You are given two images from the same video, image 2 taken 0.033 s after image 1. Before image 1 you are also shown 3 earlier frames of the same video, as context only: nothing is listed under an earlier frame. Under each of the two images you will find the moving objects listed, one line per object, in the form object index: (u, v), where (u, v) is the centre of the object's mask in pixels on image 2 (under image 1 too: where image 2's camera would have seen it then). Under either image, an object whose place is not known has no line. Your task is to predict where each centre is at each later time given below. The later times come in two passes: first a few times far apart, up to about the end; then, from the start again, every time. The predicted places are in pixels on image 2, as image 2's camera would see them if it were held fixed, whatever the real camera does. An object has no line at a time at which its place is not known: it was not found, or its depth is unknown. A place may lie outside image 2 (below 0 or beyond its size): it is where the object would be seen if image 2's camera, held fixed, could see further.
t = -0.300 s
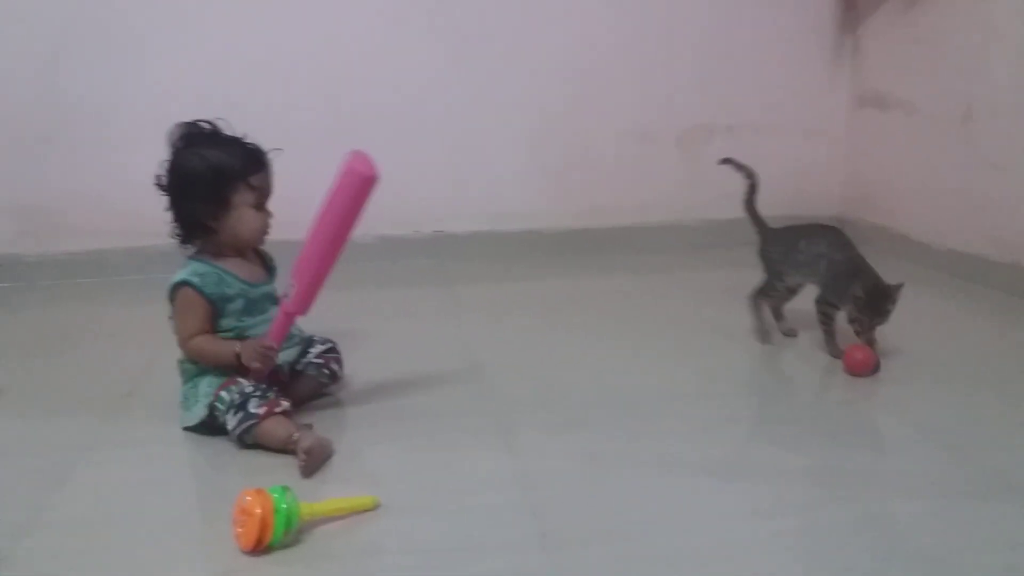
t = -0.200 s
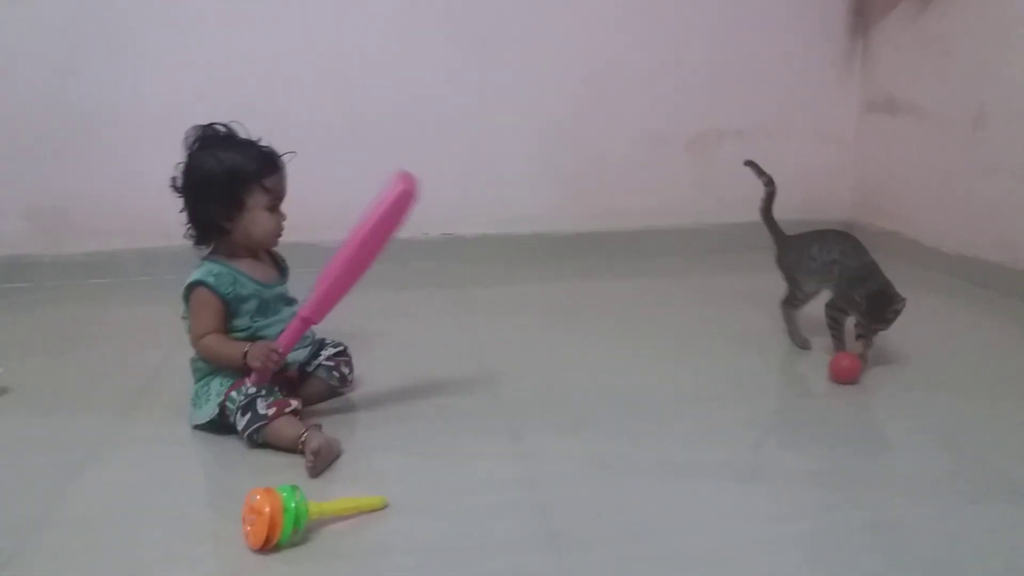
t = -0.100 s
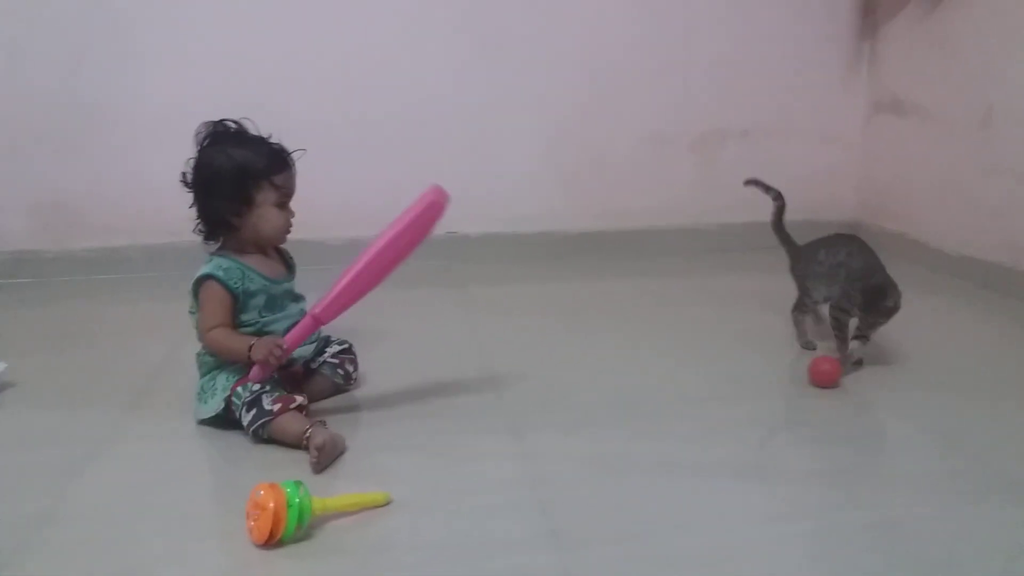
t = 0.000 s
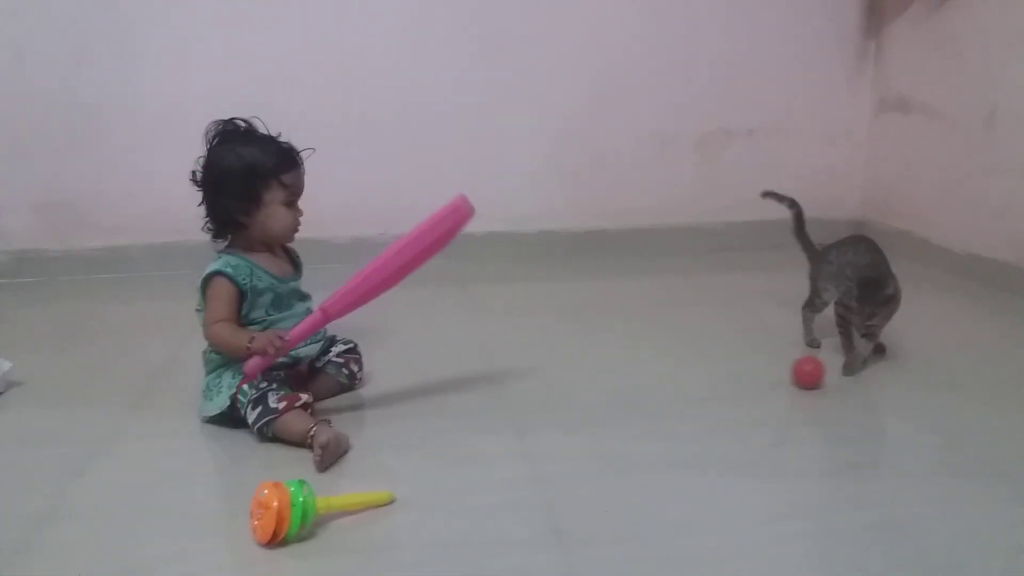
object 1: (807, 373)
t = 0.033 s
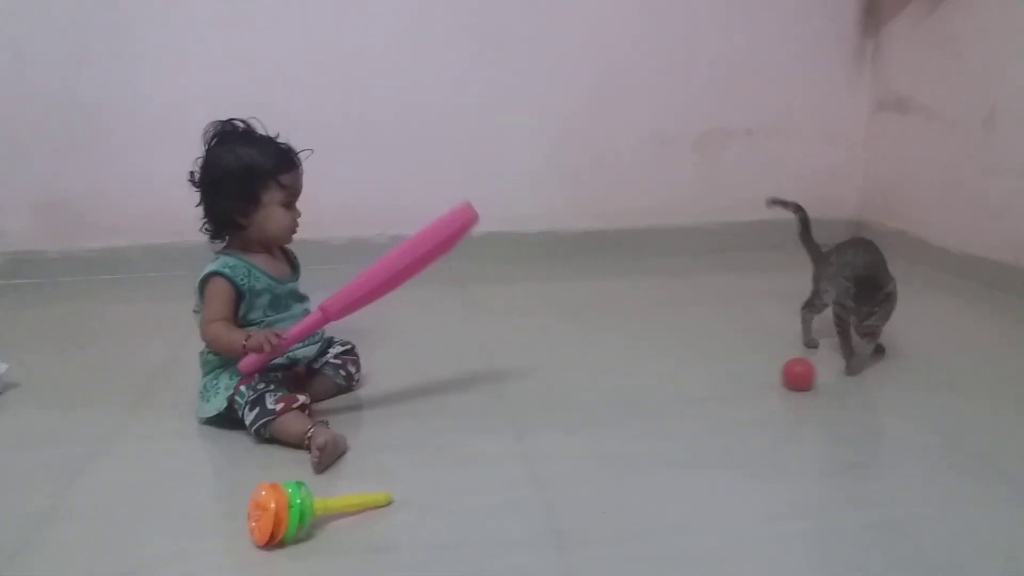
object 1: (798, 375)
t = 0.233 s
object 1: (756, 382)
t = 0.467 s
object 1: (709, 389)
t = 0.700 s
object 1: (658, 396)
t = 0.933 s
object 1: (610, 398)
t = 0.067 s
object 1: (790, 376)
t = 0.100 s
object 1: (785, 378)
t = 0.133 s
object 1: (778, 379)
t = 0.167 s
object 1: (770, 380)
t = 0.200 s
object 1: (763, 381)
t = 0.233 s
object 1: (756, 382)
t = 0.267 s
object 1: (750, 382)
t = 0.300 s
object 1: (743, 384)
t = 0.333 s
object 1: (735, 385)
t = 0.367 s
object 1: (728, 387)
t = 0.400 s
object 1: (722, 387)
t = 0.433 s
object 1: (716, 388)
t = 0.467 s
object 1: (709, 389)
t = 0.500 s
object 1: (701, 390)
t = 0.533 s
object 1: (693, 390)
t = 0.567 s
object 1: (686, 392)
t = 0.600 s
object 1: (680, 393)
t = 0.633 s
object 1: (673, 394)
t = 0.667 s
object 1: (666, 394)
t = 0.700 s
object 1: (658, 396)
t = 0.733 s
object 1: (651, 396)
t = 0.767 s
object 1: (645, 397)
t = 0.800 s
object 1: (638, 397)
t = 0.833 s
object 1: (630, 398)
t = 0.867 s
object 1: (624, 397)
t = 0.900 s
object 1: (616, 397)
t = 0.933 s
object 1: (610, 398)
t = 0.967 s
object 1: (603, 398)
